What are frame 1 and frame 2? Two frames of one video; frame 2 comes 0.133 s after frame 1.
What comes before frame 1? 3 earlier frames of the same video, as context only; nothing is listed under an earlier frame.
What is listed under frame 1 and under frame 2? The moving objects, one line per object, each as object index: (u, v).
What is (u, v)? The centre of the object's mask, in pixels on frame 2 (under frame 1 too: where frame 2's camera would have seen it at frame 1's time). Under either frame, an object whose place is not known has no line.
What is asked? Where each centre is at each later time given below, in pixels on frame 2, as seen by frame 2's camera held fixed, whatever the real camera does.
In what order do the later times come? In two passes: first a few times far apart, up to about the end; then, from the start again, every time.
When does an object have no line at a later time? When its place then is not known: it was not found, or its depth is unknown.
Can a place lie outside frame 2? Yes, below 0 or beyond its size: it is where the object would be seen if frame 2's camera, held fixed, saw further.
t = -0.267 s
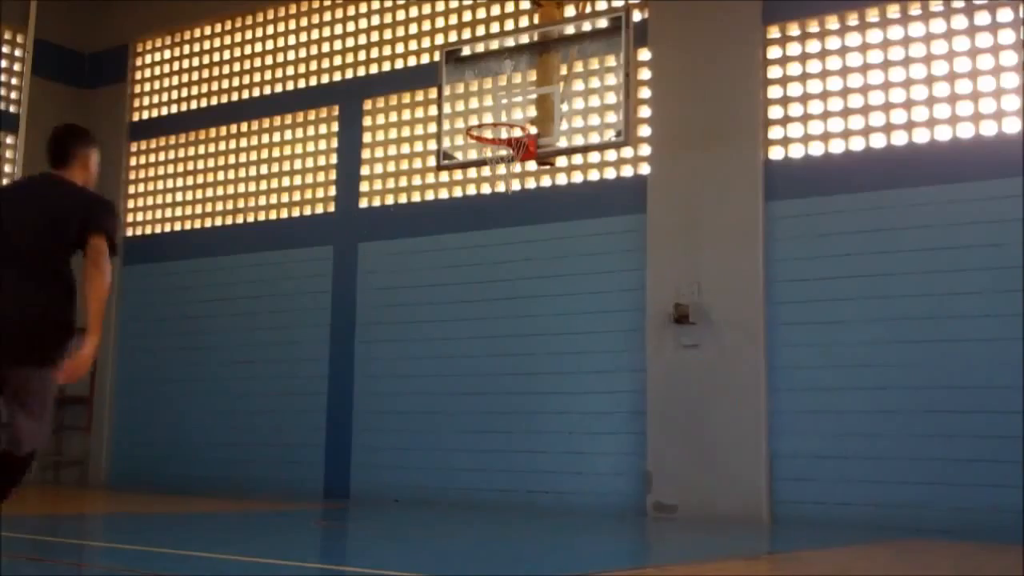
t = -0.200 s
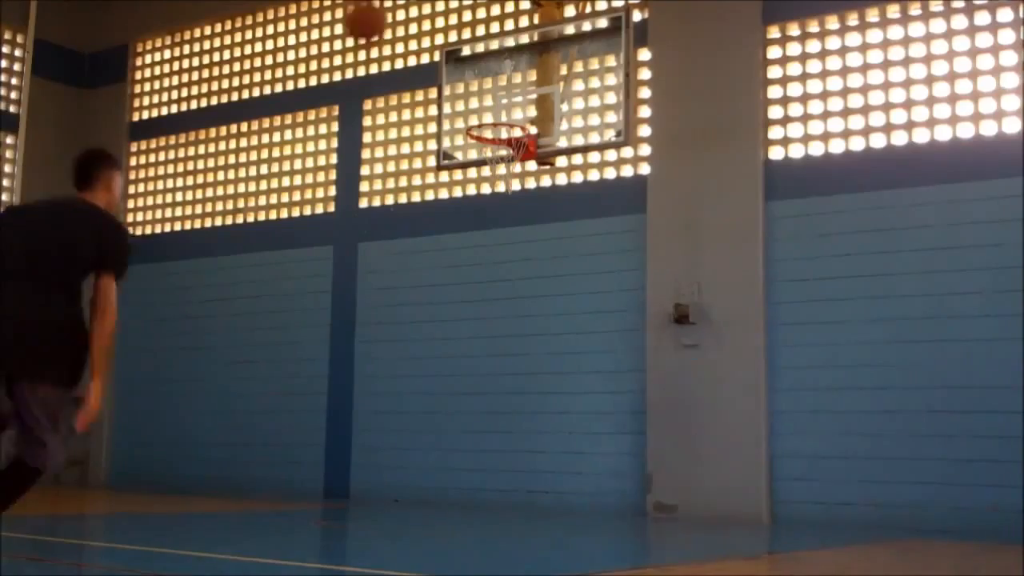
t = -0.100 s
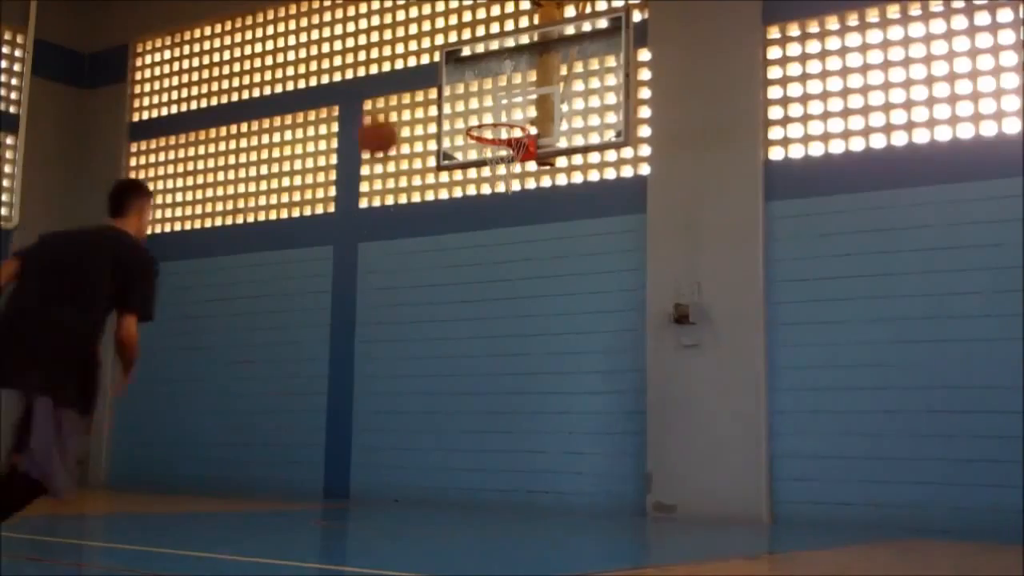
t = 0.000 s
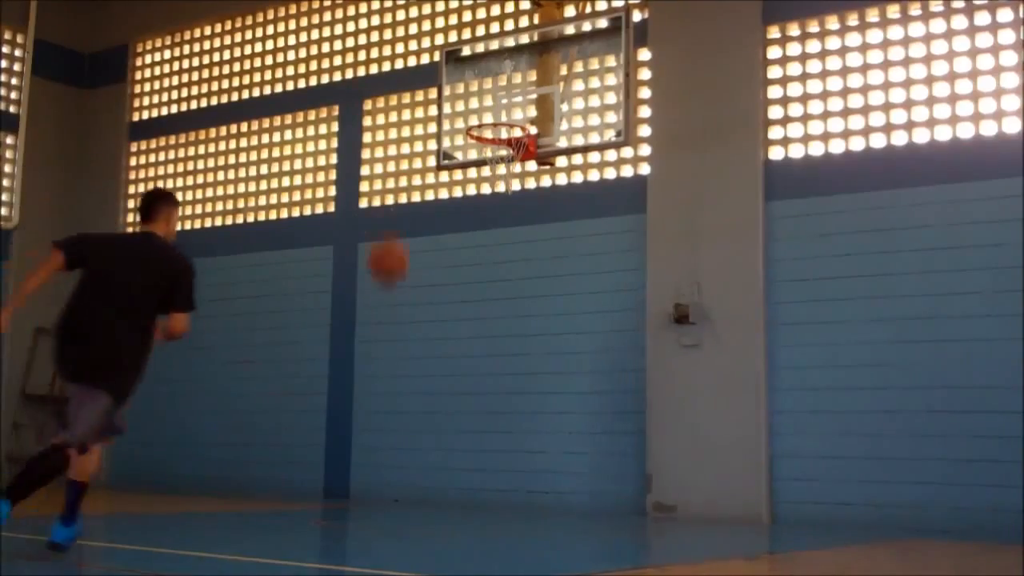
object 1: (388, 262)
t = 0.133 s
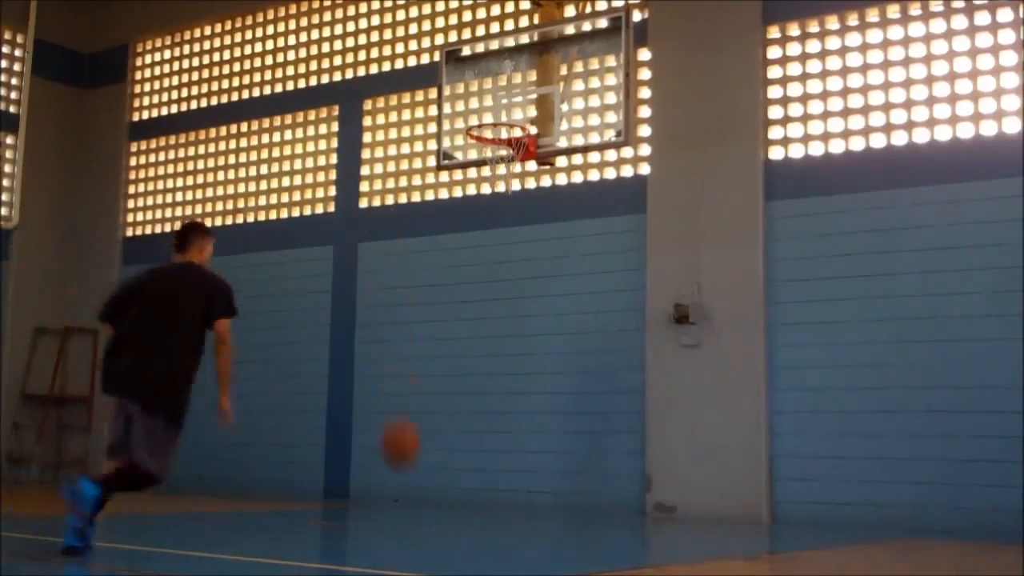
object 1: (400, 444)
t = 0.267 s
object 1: (414, 442)
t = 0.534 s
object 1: (440, 252)
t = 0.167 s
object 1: (403, 492)
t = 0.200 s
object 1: (405, 513)
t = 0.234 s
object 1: (410, 478)
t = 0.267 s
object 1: (414, 442)
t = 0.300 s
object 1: (417, 412)
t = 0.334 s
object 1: (421, 381)
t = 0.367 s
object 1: (425, 354)
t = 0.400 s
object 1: (428, 330)
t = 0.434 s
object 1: (431, 308)
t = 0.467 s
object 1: (434, 288)
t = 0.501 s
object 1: (437, 268)
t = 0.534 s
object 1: (440, 252)
